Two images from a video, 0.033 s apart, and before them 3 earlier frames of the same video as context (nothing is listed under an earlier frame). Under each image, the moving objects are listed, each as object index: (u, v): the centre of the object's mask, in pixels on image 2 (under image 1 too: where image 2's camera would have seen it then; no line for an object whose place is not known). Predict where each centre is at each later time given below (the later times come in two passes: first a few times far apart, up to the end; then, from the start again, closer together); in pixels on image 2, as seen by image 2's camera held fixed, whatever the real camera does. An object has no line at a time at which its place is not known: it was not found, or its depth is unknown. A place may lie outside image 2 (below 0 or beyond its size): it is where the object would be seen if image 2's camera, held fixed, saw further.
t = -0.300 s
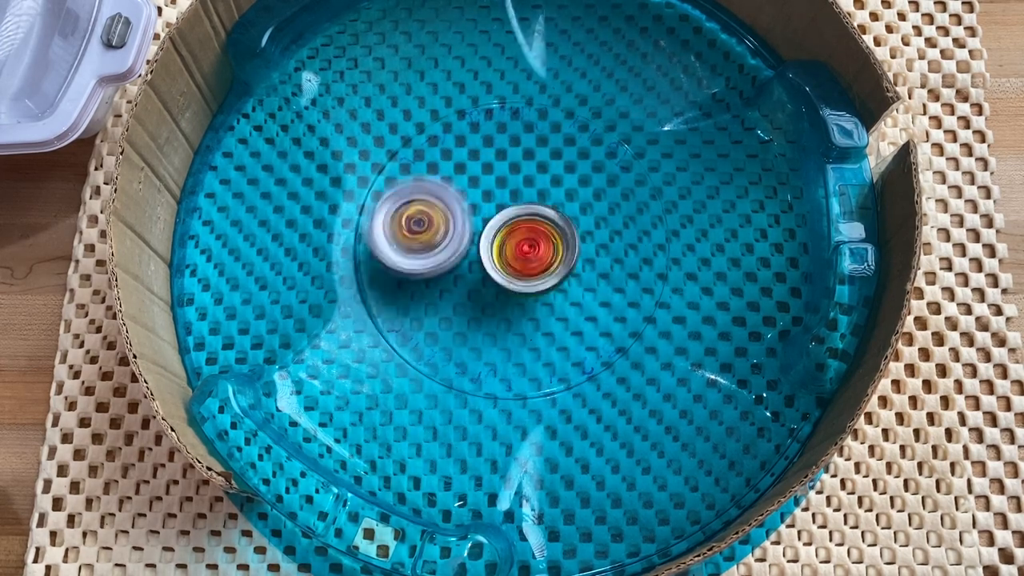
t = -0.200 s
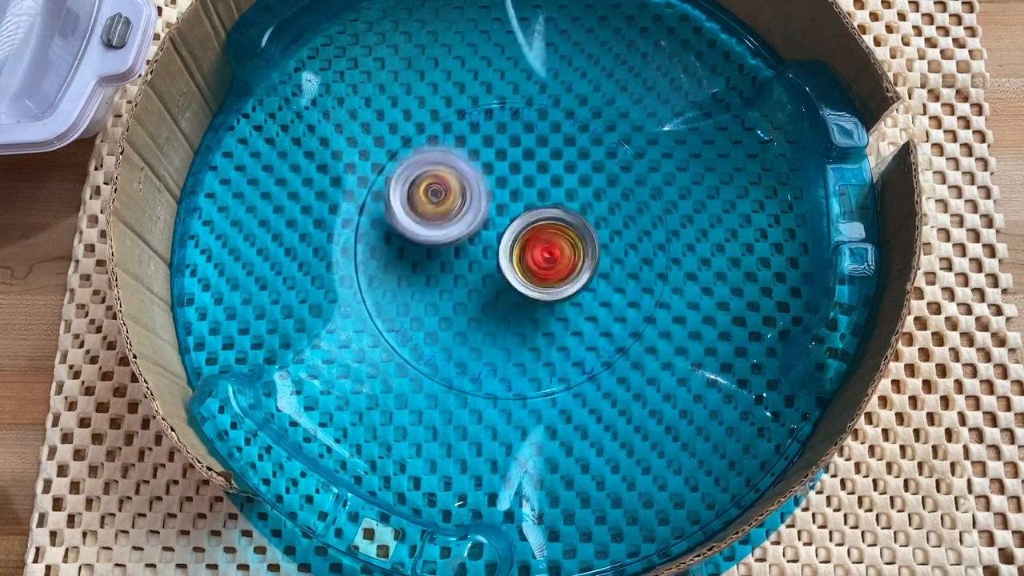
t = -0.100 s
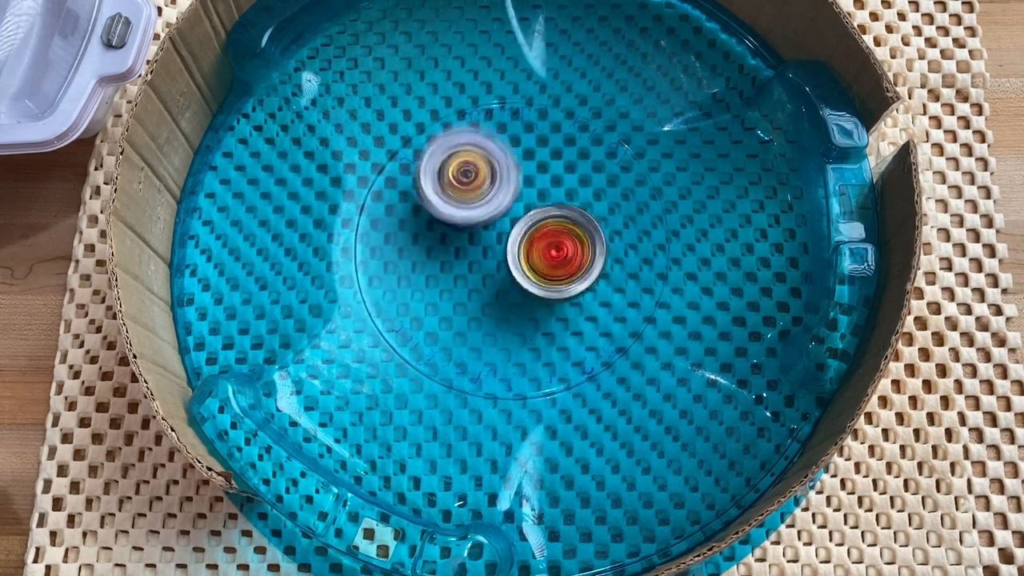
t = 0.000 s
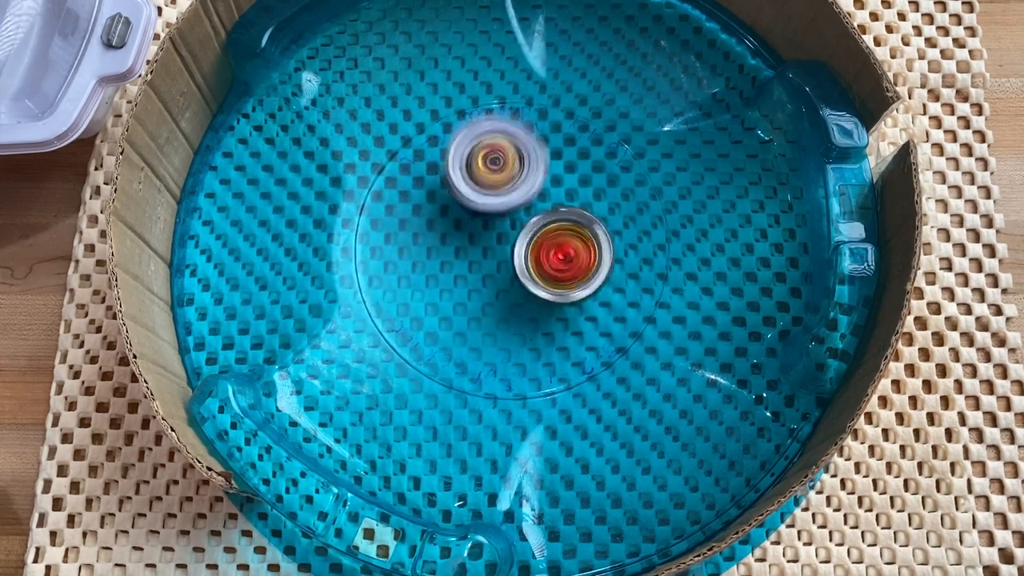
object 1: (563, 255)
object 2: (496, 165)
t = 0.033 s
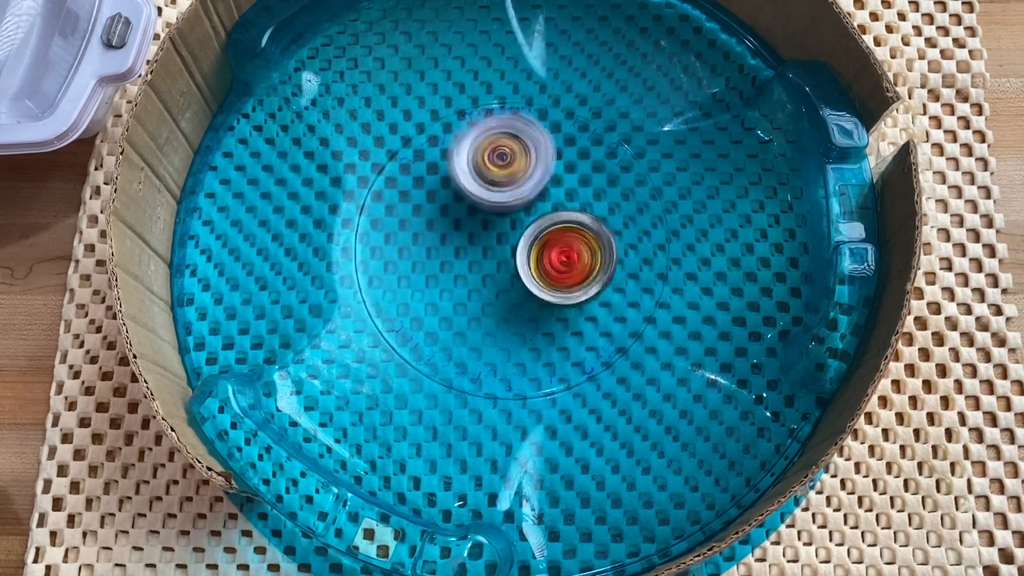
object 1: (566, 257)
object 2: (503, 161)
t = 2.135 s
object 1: (513, 300)
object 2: (515, 188)
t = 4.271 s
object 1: (566, 259)
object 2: (458, 221)
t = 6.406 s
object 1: (509, 152)
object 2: (503, 254)
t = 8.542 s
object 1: (444, 267)
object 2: (547, 243)
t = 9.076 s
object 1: (443, 278)
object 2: (535, 219)
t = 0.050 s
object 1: (567, 259)
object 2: (508, 160)
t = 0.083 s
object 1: (568, 258)
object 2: (515, 159)
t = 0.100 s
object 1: (570, 259)
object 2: (519, 161)
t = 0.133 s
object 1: (571, 260)
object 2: (526, 163)
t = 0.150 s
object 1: (571, 259)
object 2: (530, 164)
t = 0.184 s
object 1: (572, 265)
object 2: (535, 164)
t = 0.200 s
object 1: (574, 268)
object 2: (536, 162)
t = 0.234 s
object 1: (577, 274)
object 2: (539, 163)
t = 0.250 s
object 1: (576, 277)
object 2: (541, 166)
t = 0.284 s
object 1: (578, 279)
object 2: (544, 168)
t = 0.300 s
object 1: (578, 281)
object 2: (544, 170)
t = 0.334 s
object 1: (579, 283)
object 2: (545, 177)
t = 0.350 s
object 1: (580, 282)
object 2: (545, 180)
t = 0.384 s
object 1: (579, 285)
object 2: (546, 188)
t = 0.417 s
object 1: (577, 292)
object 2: (543, 190)
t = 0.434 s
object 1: (580, 296)
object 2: (540, 191)
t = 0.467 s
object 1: (581, 304)
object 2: (535, 193)
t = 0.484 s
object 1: (579, 307)
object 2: (533, 194)
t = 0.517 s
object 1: (578, 311)
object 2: (528, 199)
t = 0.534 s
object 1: (578, 314)
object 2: (525, 201)
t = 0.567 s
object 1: (574, 316)
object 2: (519, 204)
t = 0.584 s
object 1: (573, 315)
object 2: (515, 207)
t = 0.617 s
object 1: (569, 316)
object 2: (508, 211)
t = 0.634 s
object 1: (565, 317)
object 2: (505, 214)
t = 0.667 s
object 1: (560, 316)
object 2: (498, 217)
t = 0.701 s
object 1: (556, 316)
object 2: (492, 219)
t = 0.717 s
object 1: (552, 317)
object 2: (488, 220)
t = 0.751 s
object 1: (546, 316)
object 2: (482, 221)
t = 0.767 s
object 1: (545, 314)
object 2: (478, 223)
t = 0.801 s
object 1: (538, 313)
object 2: (473, 224)
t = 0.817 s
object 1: (534, 310)
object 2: (470, 224)
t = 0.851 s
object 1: (527, 308)
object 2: (466, 225)
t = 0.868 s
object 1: (523, 307)
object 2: (464, 225)
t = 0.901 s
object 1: (530, 320)
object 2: (448, 210)
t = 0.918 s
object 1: (533, 327)
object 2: (442, 203)
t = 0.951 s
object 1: (534, 334)
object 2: (433, 192)
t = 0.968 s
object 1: (533, 338)
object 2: (430, 187)
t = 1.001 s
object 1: (533, 341)
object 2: (426, 178)
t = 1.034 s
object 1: (534, 343)
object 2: (424, 171)
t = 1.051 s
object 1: (535, 344)
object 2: (425, 168)
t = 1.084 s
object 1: (535, 344)
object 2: (428, 162)
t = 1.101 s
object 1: (535, 343)
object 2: (428, 160)
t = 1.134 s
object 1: (536, 343)
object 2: (433, 157)
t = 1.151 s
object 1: (536, 343)
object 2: (435, 156)
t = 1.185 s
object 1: (535, 342)
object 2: (442, 155)
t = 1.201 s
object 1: (535, 340)
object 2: (445, 155)
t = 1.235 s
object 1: (534, 337)
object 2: (452, 157)
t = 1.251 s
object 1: (531, 335)
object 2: (457, 159)
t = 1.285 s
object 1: (529, 329)
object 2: (465, 163)
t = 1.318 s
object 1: (526, 322)
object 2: (474, 169)
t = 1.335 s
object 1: (526, 319)
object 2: (477, 173)
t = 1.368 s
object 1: (523, 312)
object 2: (486, 180)
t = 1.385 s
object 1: (521, 309)
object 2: (489, 185)
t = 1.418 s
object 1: (519, 302)
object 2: (496, 194)
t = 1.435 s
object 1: (517, 298)
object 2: (499, 200)
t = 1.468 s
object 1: (515, 304)
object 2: (502, 198)
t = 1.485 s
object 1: (516, 306)
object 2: (502, 197)
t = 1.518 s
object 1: (514, 305)
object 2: (504, 198)
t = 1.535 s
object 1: (511, 303)
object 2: (506, 200)
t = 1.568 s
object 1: (510, 301)
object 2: (508, 201)
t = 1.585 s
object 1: (510, 309)
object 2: (510, 195)
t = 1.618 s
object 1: (512, 324)
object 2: (512, 187)
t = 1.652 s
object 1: (514, 331)
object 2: (514, 184)
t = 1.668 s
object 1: (517, 332)
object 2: (514, 184)
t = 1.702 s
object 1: (519, 333)
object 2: (516, 184)
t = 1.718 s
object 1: (519, 333)
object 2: (518, 185)
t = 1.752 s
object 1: (521, 331)
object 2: (520, 186)
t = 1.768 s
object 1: (524, 331)
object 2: (521, 187)
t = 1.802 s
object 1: (526, 328)
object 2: (523, 190)
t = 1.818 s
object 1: (527, 324)
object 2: (523, 193)
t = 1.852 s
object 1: (528, 320)
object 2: (524, 197)
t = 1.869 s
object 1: (528, 319)
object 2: (525, 199)
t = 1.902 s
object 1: (527, 313)
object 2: (526, 205)
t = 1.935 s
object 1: (524, 309)
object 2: (526, 209)
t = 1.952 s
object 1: (524, 310)
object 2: (524, 207)
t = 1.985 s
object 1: (523, 312)
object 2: (524, 202)
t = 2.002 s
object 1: (521, 312)
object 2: (523, 199)
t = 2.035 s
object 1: (519, 310)
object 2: (521, 195)
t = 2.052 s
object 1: (520, 308)
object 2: (519, 193)
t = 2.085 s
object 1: (518, 306)
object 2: (517, 190)
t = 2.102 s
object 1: (515, 304)
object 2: (516, 189)
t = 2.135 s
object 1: (513, 300)
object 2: (515, 188)
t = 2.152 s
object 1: (513, 297)
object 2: (514, 187)
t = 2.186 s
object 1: (510, 292)
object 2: (513, 187)
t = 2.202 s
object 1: (508, 289)
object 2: (511, 188)
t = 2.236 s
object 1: (504, 284)
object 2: (510, 187)
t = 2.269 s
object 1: (499, 302)
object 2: (509, 172)
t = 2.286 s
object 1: (496, 310)
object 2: (509, 165)
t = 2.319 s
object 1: (494, 320)
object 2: (510, 156)
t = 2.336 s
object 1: (494, 321)
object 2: (512, 154)
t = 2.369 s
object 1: (493, 324)
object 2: (511, 150)
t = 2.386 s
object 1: (492, 325)
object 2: (511, 149)
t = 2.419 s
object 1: (492, 325)
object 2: (512, 148)
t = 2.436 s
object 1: (493, 322)
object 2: (513, 148)
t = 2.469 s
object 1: (495, 320)
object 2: (515, 147)
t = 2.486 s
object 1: (495, 319)
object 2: (516, 148)
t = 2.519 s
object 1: (498, 315)
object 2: (516, 151)
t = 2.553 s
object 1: (500, 311)
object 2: (517, 155)
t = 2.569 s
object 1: (500, 308)
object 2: (516, 157)
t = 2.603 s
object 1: (500, 303)
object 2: (516, 161)
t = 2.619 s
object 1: (502, 301)
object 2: (516, 165)
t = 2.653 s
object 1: (503, 295)
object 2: (514, 174)
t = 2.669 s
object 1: (501, 291)
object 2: (513, 177)
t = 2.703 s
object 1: (502, 285)
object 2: (511, 184)
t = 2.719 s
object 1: (501, 289)
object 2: (509, 184)
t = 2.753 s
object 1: (501, 299)
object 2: (508, 178)
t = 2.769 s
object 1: (502, 302)
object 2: (506, 180)
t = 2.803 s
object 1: (501, 305)
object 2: (502, 182)
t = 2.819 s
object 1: (500, 306)
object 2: (501, 183)
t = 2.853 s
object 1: (500, 305)
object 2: (499, 187)
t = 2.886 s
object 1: (500, 304)
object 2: (496, 195)
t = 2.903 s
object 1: (500, 303)
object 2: (495, 197)
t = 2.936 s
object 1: (500, 302)
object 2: (491, 203)
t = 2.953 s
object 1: (500, 308)
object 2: (489, 198)
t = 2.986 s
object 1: (500, 314)
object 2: (490, 191)
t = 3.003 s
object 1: (499, 315)
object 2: (489, 188)
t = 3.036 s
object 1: (500, 315)
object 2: (486, 184)
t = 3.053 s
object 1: (502, 315)
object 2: (487, 182)
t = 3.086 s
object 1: (503, 313)
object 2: (485, 182)
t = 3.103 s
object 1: (503, 313)
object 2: (484, 181)
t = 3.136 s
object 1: (504, 310)
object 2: (483, 181)
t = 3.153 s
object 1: (505, 307)
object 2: (484, 181)
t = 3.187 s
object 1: (505, 303)
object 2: (483, 182)
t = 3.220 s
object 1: (506, 298)
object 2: (481, 184)
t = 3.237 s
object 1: (507, 296)
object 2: (484, 183)
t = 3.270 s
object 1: (507, 290)
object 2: (483, 188)
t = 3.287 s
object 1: (506, 287)
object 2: (482, 188)
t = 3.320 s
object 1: (508, 287)
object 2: (484, 188)
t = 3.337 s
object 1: (512, 289)
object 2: (483, 189)
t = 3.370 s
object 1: (514, 287)
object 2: (482, 190)
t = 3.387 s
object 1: (514, 286)
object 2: (482, 191)
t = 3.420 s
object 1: (517, 290)
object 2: (480, 189)
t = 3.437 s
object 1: (520, 291)
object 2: (480, 188)
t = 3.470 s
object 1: (522, 291)
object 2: (479, 185)
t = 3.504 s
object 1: (526, 290)
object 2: (477, 186)
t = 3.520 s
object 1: (528, 291)
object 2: (477, 187)
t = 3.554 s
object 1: (532, 290)
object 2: (479, 188)
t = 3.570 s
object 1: (532, 288)
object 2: (479, 189)
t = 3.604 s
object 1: (535, 285)
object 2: (480, 191)
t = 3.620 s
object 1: (537, 284)
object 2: (482, 193)
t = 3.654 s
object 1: (540, 282)
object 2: (482, 198)
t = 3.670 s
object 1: (543, 287)
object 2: (476, 194)
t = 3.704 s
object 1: (553, 296)
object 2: (474, 189)
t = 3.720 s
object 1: (557, 296)
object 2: (470, 187)
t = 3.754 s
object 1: (561, 299)
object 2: (469, 184)
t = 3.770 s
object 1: (565, 299)
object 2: (467, 185)
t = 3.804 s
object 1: (569, 297)
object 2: (465, 183)
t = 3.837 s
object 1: (572, 294)
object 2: (465, 184)
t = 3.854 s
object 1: (572, 294)
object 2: (465, 183)
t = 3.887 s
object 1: (576, 292)
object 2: (467, 185)
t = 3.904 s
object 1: (577, 289)
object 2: (466, 186)
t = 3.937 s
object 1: (579, 286)
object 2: (469, 187)
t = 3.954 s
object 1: (581, 284)
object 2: (469, 190)
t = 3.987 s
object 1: (580, 280)
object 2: (470, 193)
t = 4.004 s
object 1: (578, 279)
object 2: (473, 196)
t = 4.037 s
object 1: (578, 275)
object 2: (473, 200)
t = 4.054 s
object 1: (577, 271)
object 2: (474, 202)
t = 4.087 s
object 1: (573, 267)
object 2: (476, 208)
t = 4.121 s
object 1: (571, 264)
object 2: (478, 212)
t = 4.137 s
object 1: (570, 263)
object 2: (477, 215)
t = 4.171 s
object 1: (569, 263)
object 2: (473, 215)
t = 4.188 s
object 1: (569, 263)
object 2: (472, 219)
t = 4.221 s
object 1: (569, 261)
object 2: (466, 221)
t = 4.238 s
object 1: (568, 260)
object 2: (463, 220)
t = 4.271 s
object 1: (566, 259)
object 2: (458, 221)
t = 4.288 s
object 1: (565, 257)
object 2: (455, 221)
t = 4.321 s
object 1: (562, 255)
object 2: (452, 223)
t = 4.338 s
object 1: (562, 254)
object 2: (451, 223)
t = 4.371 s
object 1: (557, 251)
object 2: (449, 225)
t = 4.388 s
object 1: (554, 250)
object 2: (447, 225)
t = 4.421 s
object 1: (550, 248)
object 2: (447, 226)
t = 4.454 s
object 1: (554, 247)
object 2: (440, 226)
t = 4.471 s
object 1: (558, 245)
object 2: (438, 226)
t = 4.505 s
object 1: (560, 242)
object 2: (435, 228)
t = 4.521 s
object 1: (560, 242)
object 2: (436, 228)
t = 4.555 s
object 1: (561, 240)
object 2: (436, 231)
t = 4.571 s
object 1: (560, 238)
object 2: (437, 231)
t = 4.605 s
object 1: (559, 236)
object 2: (439, 235)
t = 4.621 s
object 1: (558, 234)
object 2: (441, 234)
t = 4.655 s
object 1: (556, 234)
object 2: (444, 239)
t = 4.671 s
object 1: (556, 233)
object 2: (446, 239)
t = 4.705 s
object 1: (556, 231)
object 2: (448, 242)
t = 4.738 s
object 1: (560, 230)
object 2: (445, 243)
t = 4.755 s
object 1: (561, 228)
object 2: (445, 246)
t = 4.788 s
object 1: (562, 226)
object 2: (444, 246)
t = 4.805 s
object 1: (563, 224)
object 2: (444, 249)
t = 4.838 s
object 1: (561, 222)
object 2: (443, 249)
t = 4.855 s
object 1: (562, 223)
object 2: (446, 251)
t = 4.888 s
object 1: (561, 220)
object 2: (445, 251)
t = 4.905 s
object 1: (559, 219)
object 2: (448, 252)
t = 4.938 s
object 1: (557, 218)
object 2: (450, 253)
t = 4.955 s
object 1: (555, 217)
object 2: (452, 254)
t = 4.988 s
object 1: (561, 214)
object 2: (448, 257)
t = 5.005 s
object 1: (570, 211)
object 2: (444, 262)
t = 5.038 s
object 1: (583, 205)
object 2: (431, 266)
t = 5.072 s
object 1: (588, 202)
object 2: (428, 271)
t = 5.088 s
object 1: (591, 201)
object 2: (425, 271)
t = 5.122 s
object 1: (593, 198)
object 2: (422, 274)
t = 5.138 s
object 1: (593, 198)
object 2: (421, 274)
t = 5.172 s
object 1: (595, 194)
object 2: (418, 277)
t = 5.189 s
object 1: (594, 193)
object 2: (420, 276)
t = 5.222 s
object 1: (596, 190)
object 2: (419, 277)
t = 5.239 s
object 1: (596, 188)
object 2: (422, 277)
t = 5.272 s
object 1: (595, 187)
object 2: (423, 276)
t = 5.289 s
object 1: (596, 186)
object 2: (427, 277)
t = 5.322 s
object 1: (593, 184)
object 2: (430, 275)
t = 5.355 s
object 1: (591, 185)
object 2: (434, 274)
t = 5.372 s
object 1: (590, 185)
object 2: (440, 273)
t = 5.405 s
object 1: (585, 185)
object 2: (445, 271)
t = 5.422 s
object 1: (584, 186)
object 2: (451, 272)
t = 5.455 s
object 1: (579, 188)
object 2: (457, 269)
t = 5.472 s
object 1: (577, 189)
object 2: (461, 269)
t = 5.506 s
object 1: (571, 191)
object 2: (471, 265)
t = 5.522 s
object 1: (568, 194)
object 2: (472, 265)
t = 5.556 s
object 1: (564, 194)
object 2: (481, 263)
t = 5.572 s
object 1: (575, 187)
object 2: (474, 274)
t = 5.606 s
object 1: (593, 169)
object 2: (463, 288)
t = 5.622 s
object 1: (597, 162)
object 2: (460, 290)
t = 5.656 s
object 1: (605, 154)
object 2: (457, 300)
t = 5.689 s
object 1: (605, 148)
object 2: (456, 302)
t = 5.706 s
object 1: (603, 147)
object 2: (456, 301)
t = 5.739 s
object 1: (602, 143)
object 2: (454, 304)
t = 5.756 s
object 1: (600, 142)
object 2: (455, 307)
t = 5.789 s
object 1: (597, 139)
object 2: (457, 306)
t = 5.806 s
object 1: (595, 139)
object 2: (456, 306)
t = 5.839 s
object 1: (592, 137)
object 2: (459, 306)
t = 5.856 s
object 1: (590, 135)
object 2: (460, 304)
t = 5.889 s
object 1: (586, 135)
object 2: (462, 303)
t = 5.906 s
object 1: (585, 133)
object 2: (466, 301)
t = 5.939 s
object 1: (579, 136)
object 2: (469, 297)
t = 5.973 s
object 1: (574, 138)
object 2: (474, 292)
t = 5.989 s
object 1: (571, 138)
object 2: (475, 292)
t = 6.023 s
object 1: (565, 144)
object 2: (480, 287)
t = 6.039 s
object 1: (563, 144)
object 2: (482, 282)
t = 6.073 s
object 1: (555, 150)
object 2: (487, 278)
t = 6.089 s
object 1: (553, 152)
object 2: (490, 274)
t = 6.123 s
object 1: (547, 157)
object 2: (494, 268)
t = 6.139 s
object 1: (544, 159)
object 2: (494, 266)
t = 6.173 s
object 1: (538, 163)
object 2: (498, 262)
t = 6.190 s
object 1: (538, 160)
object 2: (499, 262)
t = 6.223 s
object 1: (538, 151)
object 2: (499, 266)
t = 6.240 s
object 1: (536, 149)
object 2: (502, 269)
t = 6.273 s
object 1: (532, 149)
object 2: (504, 266)
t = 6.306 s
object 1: (526, 149)
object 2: (503, 264)
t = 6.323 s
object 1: (523, 149)
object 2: (502, 264)
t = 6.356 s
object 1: (518, 150)
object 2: (501, 260)
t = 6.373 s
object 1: (515, 151)
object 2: (502, 258)
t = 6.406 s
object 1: (509, 152)
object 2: (503, 254)
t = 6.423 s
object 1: (507, 145)
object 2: (505, 261)
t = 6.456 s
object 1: (503, 141)
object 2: (501, 267)
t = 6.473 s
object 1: (501, 140)
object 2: (499, 269)
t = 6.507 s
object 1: (496, 140)
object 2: (499, 274)
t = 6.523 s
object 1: (493, 140)
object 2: (501, 274)
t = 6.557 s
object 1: (488, 141)
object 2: (499, 276)
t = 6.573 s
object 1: (486, 141)
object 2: (497, 278)
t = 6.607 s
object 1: (482, 143)
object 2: (496, 278)
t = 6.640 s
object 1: (478, 147)
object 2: (497, 280)
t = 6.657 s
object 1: (476, 147)
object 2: (499, 279)
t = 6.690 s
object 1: (472, 150)
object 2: (497, 280)
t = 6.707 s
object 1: (470, 151)
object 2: (497, 281)
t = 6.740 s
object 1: (466, 155)
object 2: (496, 280)
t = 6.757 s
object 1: (464, 157)
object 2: (498, 279)
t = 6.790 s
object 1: (461, 162)
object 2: (498, 276)
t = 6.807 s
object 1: (460, 164)
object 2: (498, 276)
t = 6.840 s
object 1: (459, 170)
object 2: (500, 274)
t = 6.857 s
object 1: (458, 171)
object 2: (500, 270)
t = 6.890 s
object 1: (453, 166)
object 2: (506, 275)
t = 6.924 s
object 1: (450, 164)
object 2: (509, 276)
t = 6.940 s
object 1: (449, 166)
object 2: (511, 278)
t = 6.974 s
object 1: (446, 168)
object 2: (516, 277)
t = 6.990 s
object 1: (443, 170)
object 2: (517, 276)
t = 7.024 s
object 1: (441, 172)
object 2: (519, 276)
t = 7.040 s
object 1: (439, 175)
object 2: (521, 275)
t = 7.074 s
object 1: (437, 177)
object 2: (524, 273)
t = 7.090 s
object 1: (435, 180)
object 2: (526, 271)
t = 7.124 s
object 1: (435, 183)
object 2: (529, 267)
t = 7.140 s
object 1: (434, 185)
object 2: (528, 267)
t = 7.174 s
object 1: (435, 190)
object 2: (530, 265)
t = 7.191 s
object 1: (434, 192)
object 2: (532, 261)
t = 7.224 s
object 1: (436, 198)
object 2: (533, 257)
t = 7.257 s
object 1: (439, 203)
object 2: (534, 252)
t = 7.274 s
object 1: (437, 205)
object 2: (533, 251)
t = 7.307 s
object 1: (422, 202)
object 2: (545, 247)
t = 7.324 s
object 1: (416, 201)
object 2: (551, 246)
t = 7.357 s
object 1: (411, 202)
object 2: (554, 243)
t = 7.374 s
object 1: (409, 203)
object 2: (555, 240)
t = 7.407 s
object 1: (405, 205)
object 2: (557, 236)
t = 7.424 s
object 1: (403, 207)
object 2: (555, 236)
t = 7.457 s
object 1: (402, 208)
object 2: (559, 231)
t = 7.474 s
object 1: (400, 211)
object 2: (561, 230)
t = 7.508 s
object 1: (399, 213)
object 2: (558, 226)
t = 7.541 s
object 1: (398, 215)
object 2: (556, 224)
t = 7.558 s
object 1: (398, 217)
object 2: (556, 221)
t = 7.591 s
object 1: (399, 219)
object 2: (554, 219)
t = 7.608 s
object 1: (400, 222)
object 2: (552, 216)
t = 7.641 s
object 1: (402, 223)
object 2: (548, 213)
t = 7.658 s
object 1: (404, 226)
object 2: (546, 214)
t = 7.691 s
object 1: (408, 228)
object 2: (541, 213)
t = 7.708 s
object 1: (410, 231)
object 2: (539, 212)
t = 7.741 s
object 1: (414, 233)
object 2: (534, 212)
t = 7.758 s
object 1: (416, 235)
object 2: (533, 212)
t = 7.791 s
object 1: (422, 238)
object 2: (526, 212)
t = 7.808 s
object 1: (421, 239)
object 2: (525, 214)
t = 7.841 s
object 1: (420, 239)
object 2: (525, 216)
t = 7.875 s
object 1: (419, 240)
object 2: (527, 217)
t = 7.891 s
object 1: (421, 240)
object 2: (527, 217)
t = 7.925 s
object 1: (414, 245)
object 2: (531, 218)
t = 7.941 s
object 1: (410, 247)
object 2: (530, 217)
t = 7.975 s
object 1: (404, 252)
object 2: (533, 219)
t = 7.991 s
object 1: (403, 252)
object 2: (535, 221)
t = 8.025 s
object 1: (403, 254)
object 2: (538, 225)
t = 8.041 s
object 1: (403, 256)
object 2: (542, 225)
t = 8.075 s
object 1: (403, 259)
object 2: (548, 226)
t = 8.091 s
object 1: (403, 259)
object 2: (545, 226)
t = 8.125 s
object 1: (404, 262)
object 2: (547, 228)
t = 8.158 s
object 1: (405, 262)
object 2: (550, 230)
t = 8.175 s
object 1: (406, 265)
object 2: (550, 234)
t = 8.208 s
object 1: (406, 265)
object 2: (553, 235)
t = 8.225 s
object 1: (409, 265)
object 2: (556, 234)
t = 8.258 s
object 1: (412, 266)
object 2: (554, 237)
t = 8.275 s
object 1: (415, 266)
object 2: (553, 237)
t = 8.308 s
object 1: (418, 267)
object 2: (554, 237)
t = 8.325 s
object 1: (421, 266)
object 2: (553, 240)
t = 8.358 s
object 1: (425, 267)
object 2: (553, 242)
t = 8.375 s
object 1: (428, 267)
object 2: (554, 241)
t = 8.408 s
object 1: (434, 268)
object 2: (552, 244)
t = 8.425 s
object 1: (437, 268)
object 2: (550, 244)
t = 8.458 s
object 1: (443, 269)
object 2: (548, 244)
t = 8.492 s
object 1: (441, 267)
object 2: (550, 245)
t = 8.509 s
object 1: (441, 268)
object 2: (550, 245)
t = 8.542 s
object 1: (444, 267)
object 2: (547, 243)
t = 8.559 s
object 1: (441, 270)
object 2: (549, 245)
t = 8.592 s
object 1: (438, 272)
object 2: (551, 242)
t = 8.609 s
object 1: (438, 272)
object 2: (553, 239)
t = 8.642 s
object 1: (439, 275)
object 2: (549, 241)
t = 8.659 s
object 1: (438, 275)
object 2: (548, 240)
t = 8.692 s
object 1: (440, 277)
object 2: (549, 240)
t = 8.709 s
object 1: (439, 279)
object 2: (548, 241)
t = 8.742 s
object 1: (441, 280)
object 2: (546, 238)
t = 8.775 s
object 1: (444, 280)
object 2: (542, 236)
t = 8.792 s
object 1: (444, 281)
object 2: (541, 238)
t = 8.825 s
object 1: (439, 281)
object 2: (543, 234)
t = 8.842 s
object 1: (442, 279)
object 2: (543, 232)
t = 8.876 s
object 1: (443, 280)
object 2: (540, 233)
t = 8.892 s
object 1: (441, 280)
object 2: (541, 230)
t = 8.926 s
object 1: (439, 280)
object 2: (542, 225)
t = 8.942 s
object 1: (438, 280)
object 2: (539, 224)
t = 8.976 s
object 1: (442, 280)
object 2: (538, 225)
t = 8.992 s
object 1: (442, 281)
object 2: (537, 227)
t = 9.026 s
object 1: (443, 279)
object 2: (536, 224)
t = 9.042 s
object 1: (444, 278)
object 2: (536, 223)
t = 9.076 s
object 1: (443, 278)
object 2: (535, 219)
